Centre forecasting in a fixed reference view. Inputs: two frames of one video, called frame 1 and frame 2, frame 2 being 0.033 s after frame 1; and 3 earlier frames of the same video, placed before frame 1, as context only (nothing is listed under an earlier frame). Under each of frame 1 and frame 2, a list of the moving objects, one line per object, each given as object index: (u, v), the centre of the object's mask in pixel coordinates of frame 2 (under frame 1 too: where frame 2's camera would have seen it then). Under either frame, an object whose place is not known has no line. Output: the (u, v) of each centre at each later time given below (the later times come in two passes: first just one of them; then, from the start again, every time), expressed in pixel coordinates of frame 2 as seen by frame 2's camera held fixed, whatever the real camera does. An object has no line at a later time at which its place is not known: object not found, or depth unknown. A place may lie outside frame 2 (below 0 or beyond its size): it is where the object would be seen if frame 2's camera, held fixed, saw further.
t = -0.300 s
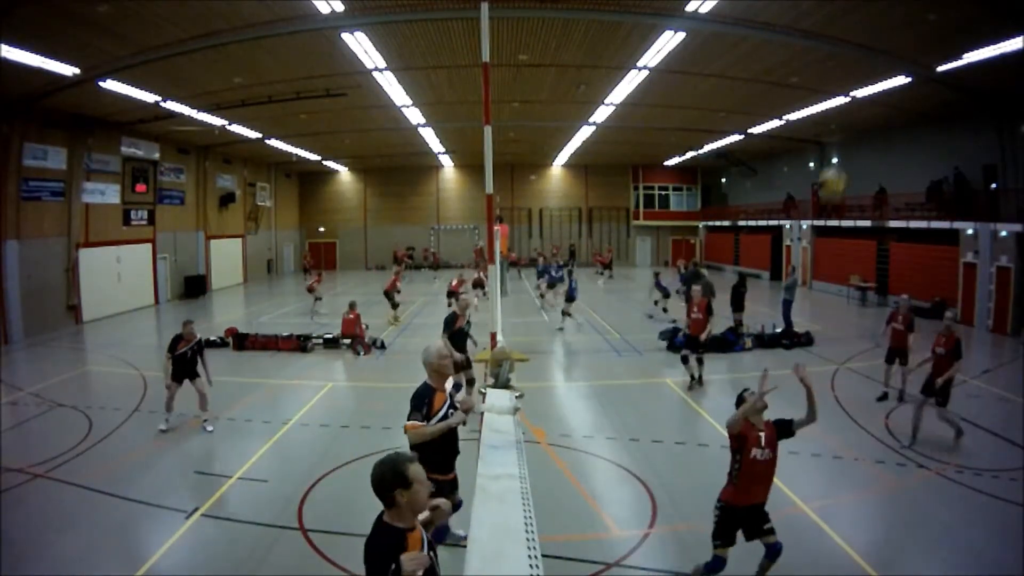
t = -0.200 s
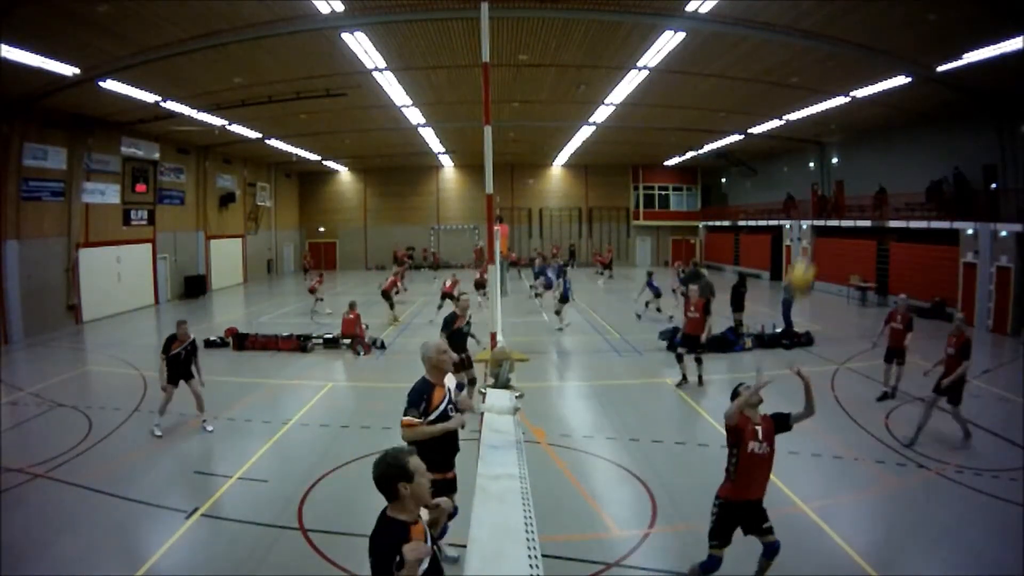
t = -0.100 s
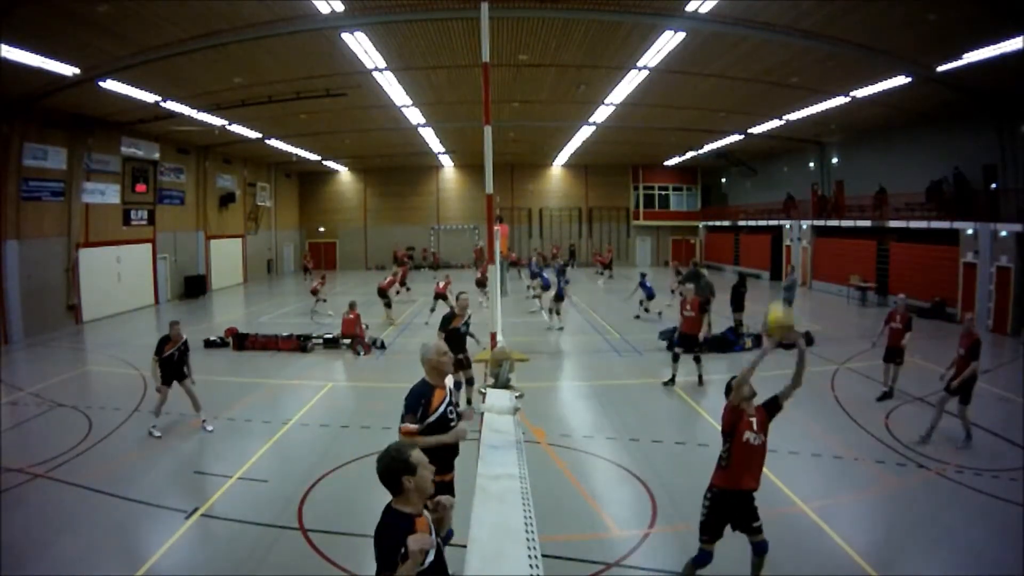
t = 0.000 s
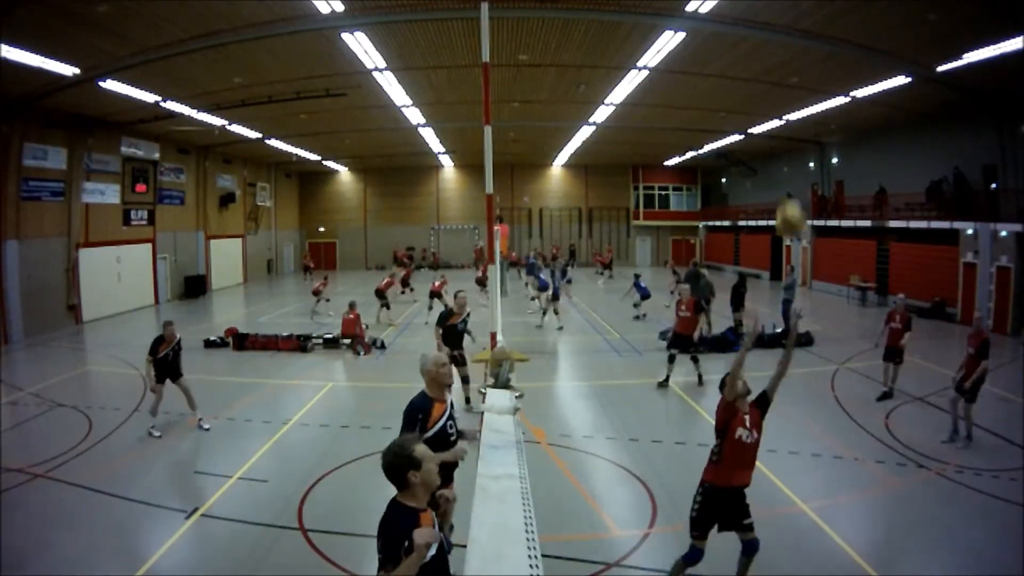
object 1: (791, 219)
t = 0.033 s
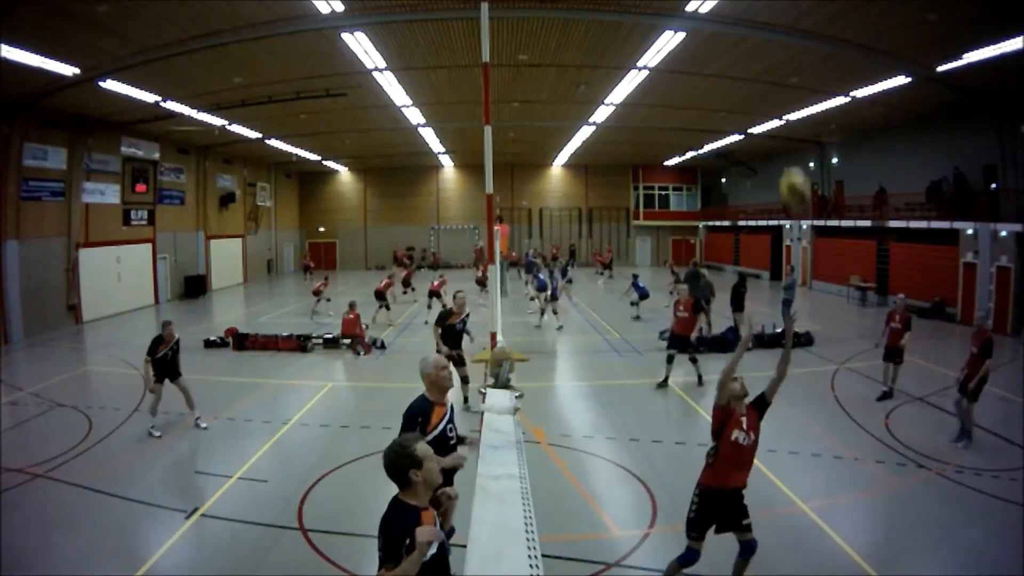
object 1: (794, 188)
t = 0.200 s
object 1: (804, 56)
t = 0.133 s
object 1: (801, 99)
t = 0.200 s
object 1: (804, 56)
